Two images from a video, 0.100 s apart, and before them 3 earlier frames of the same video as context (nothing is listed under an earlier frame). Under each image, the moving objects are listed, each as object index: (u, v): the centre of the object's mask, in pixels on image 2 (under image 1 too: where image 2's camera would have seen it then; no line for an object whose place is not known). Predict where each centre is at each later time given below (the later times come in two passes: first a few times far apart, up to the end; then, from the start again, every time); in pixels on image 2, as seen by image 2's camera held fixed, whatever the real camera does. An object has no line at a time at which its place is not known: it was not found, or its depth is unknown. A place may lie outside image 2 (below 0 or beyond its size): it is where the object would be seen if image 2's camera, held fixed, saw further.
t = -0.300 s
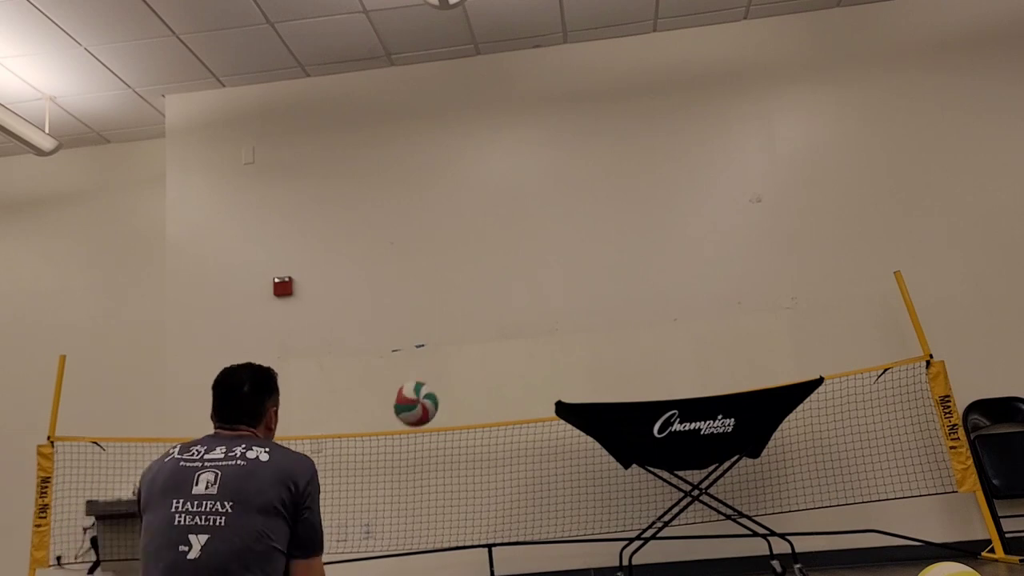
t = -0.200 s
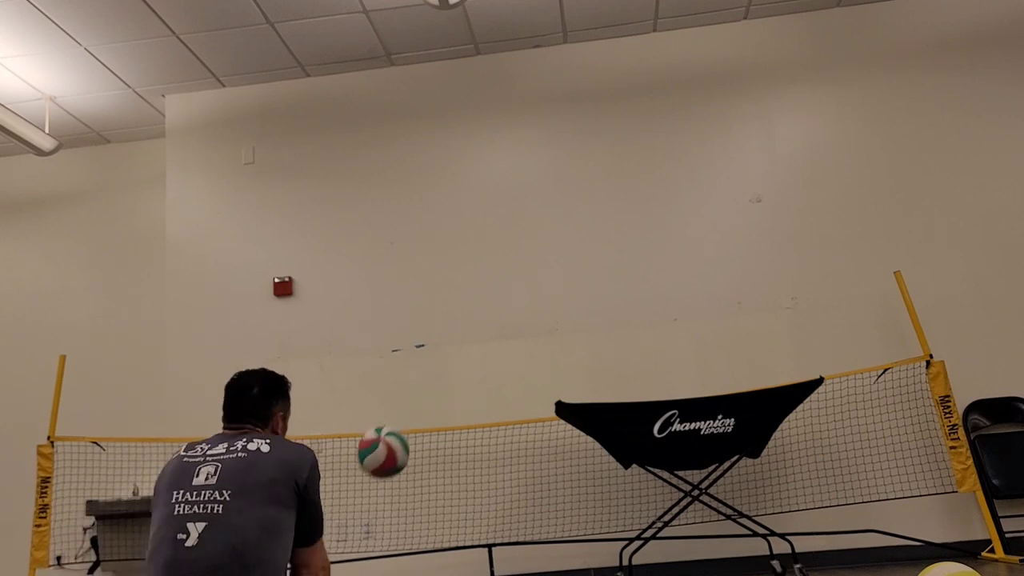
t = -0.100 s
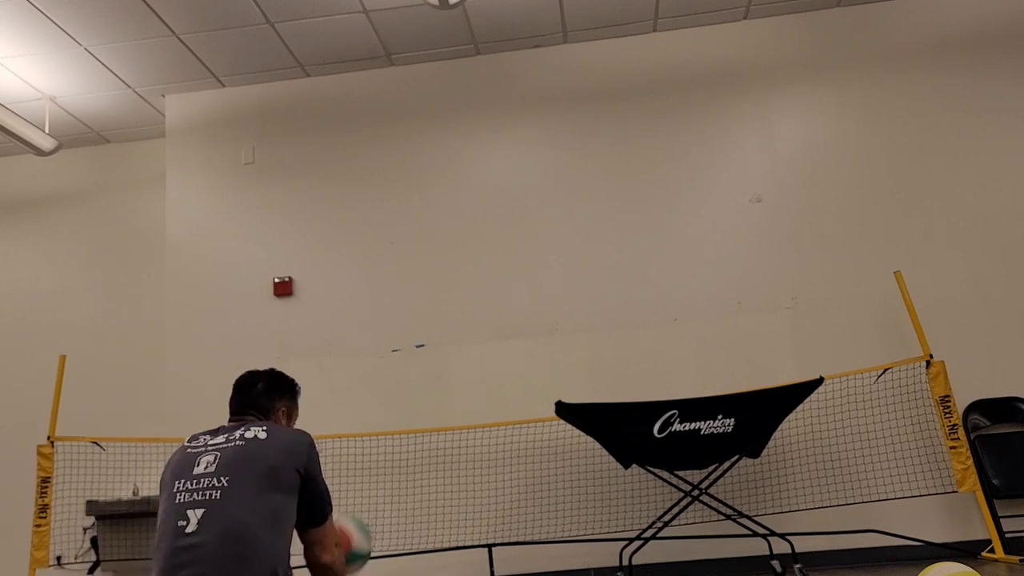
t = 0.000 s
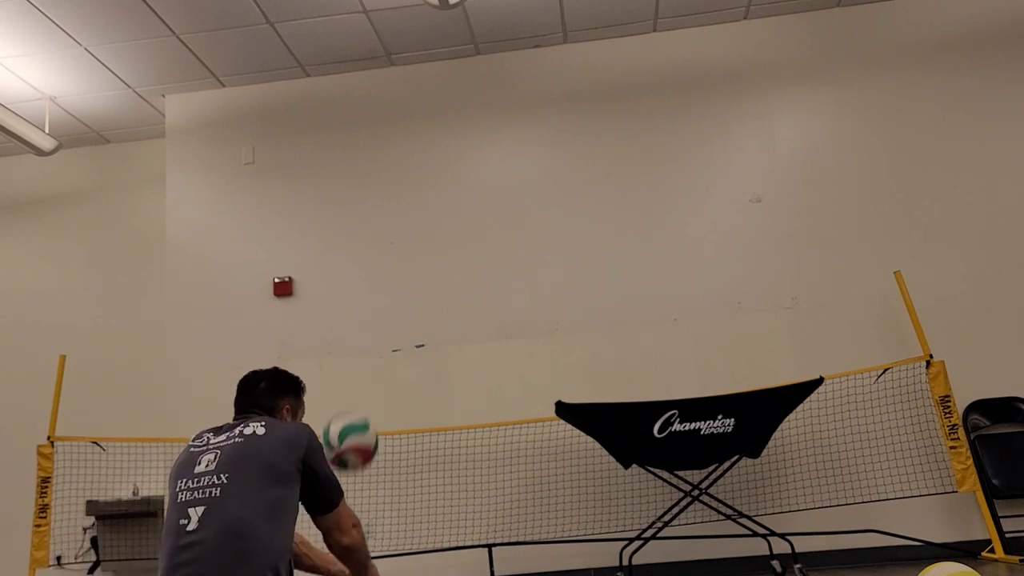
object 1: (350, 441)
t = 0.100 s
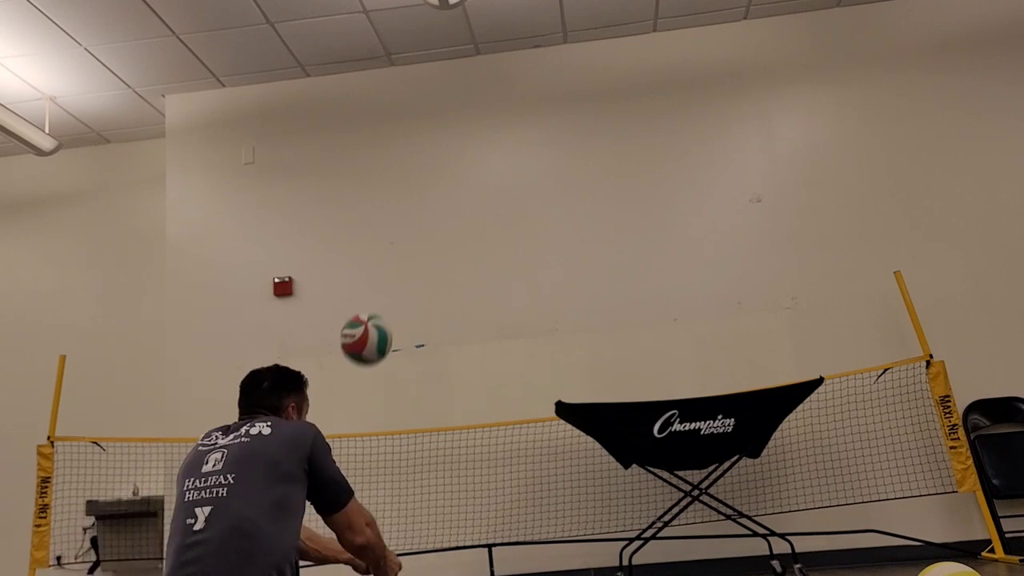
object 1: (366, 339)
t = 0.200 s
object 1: (380, 277)
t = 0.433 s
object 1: (407, 238)
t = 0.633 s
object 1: (430, 281)
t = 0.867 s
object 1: (455, 395)
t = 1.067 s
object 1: (459, 508)
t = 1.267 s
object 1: (457, 571)
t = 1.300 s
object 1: (455, 570)
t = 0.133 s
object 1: (371, 315)
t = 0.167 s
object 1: (376, 294)
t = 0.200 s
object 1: (380, 277)
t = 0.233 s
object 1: (385, 264)
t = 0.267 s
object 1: (388, 253)
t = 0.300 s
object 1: (392, 245)
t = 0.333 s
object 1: (397, 240)
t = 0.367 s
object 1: (400, 237)
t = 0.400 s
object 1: (404, 237)
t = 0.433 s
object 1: (407, 238)
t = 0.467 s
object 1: (411, 241)
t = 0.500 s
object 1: (415, 246)
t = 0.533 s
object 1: (419, 252)
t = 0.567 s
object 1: (422, 260)
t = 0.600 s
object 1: (426, 270)
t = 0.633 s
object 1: (430, 281)
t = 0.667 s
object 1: (433, 293)
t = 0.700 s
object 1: (437, 307)
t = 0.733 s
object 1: (441, 323)
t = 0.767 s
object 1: (444, 338)
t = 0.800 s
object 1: (447, 356)
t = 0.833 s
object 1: (451, 374)
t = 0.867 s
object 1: (455, 395)
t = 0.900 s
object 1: (459, 414)
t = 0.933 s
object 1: (459, 429)
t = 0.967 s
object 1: (458, 447)
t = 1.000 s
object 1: (459, 465)
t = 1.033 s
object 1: (459, 487)
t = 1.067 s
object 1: (459, 508)
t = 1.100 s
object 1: (459, 529)
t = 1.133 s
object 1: (459, 547)
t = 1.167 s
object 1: (459, 559)
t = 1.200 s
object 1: (458, 565)
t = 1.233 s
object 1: (457, 568)
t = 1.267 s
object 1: (457, 571)
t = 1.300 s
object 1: (455, 570)
